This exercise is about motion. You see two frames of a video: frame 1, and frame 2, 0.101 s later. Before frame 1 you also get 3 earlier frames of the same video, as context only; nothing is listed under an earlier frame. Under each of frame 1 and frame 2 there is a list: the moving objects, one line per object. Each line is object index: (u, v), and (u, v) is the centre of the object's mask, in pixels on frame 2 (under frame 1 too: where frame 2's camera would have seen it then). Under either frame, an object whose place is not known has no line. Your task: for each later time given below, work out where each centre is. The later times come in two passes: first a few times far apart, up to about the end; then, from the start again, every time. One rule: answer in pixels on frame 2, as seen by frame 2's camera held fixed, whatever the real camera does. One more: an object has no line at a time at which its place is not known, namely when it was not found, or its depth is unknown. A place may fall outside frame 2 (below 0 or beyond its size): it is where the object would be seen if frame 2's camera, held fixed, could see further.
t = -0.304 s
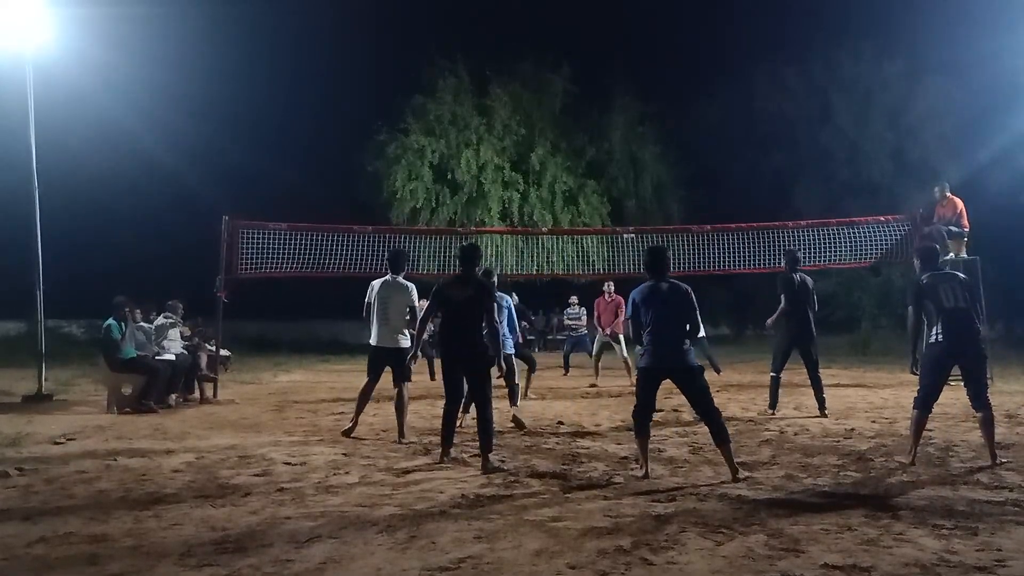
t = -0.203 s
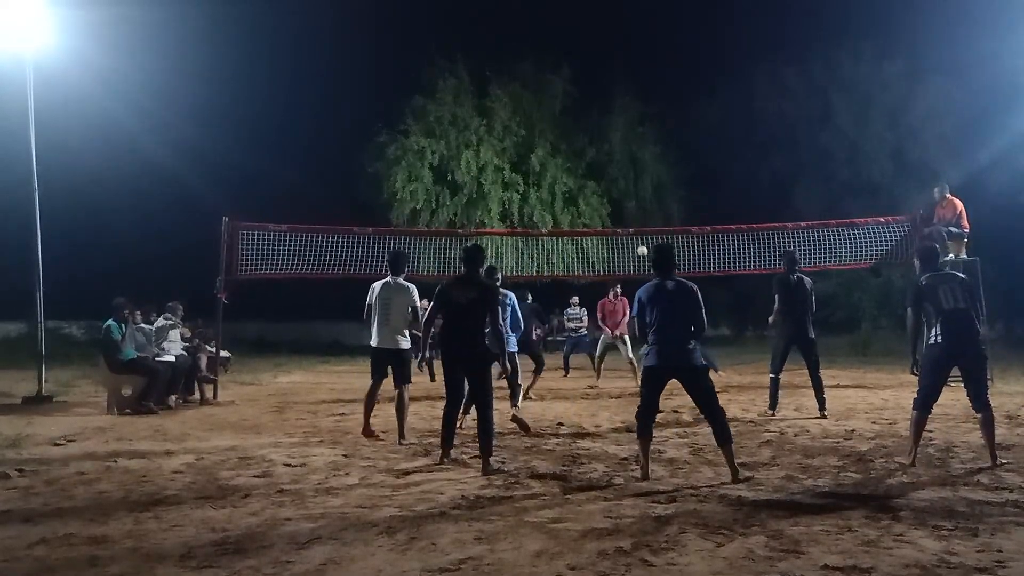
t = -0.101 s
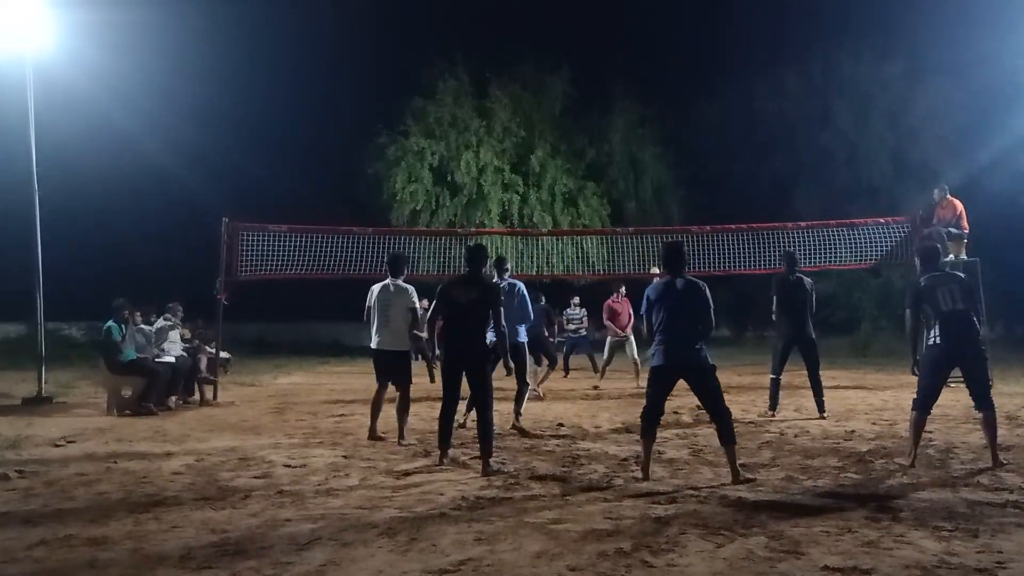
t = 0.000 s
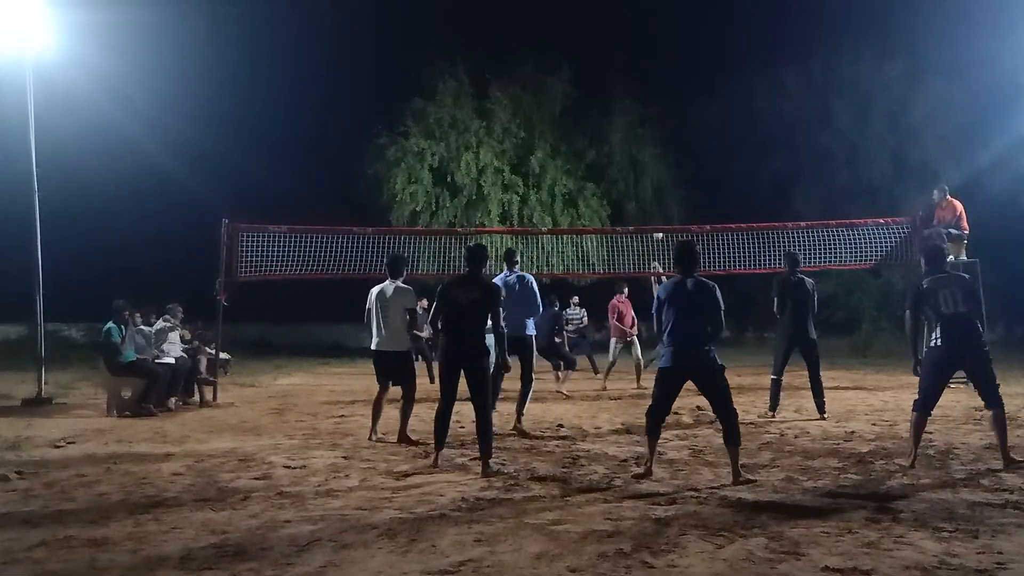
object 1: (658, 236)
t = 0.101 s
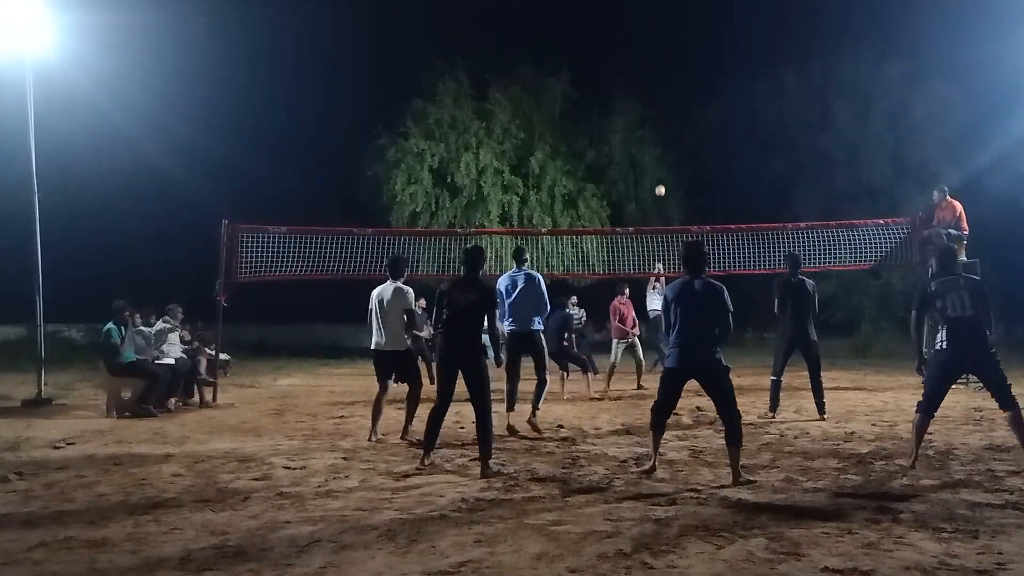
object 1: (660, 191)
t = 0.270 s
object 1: (665, 127)
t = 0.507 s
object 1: (674, 59)
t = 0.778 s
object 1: (687, 15)
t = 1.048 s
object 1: (703, 12)
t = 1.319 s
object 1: (722, 59)
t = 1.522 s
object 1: (738, 131)
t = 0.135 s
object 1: (661, 177)
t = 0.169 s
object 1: (662, 164)
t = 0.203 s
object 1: (663, 151)
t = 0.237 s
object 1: (664, 139)
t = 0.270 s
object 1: (665, 127)
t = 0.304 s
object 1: (666, 116)
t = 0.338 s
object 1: (667, 105)
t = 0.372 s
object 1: (669, 95)
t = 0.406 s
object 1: (670, 85)
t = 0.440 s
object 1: (671, 76)
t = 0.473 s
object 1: (673, 67)
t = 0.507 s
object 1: (674, 59)
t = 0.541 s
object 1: (676, 51)
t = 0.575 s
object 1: (677, 45)
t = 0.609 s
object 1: (679, 38)
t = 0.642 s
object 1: (680, 32)
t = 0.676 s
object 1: (682, 27)
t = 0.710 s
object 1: (684, 22)
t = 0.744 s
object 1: (685, 18)
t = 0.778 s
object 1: (687, 15)
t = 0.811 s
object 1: (689, 12)
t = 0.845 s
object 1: (691, 10)
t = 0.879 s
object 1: (693, 8)
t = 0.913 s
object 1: (695, 7)
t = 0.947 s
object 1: (697, 8)
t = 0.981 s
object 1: (699, 8)
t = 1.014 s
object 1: (701, 10)
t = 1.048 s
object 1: (703, 12)
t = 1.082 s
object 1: (705, 15)
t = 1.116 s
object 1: (707, 18)
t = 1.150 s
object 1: (710, 23)
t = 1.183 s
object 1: (712, 28)
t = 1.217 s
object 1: (715, 35)
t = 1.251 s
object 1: (717, 42)
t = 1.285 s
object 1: (720, 50)
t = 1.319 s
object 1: (722, 59)
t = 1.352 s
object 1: (724, 68)
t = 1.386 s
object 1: (727, 79)
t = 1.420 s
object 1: (729, 91)
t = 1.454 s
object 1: (732, 103)
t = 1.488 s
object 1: (735, 117)
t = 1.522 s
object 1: (738, 131)
